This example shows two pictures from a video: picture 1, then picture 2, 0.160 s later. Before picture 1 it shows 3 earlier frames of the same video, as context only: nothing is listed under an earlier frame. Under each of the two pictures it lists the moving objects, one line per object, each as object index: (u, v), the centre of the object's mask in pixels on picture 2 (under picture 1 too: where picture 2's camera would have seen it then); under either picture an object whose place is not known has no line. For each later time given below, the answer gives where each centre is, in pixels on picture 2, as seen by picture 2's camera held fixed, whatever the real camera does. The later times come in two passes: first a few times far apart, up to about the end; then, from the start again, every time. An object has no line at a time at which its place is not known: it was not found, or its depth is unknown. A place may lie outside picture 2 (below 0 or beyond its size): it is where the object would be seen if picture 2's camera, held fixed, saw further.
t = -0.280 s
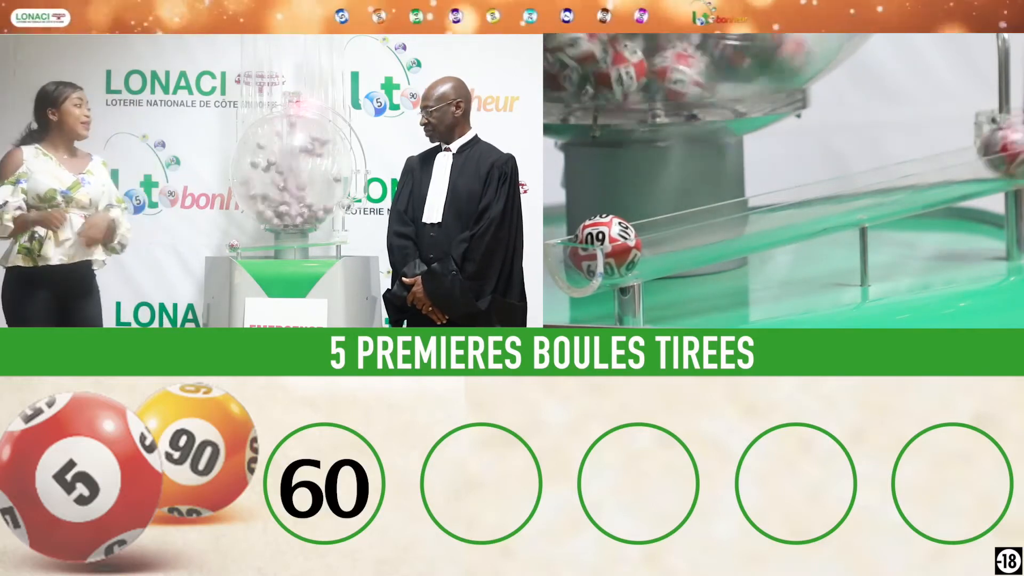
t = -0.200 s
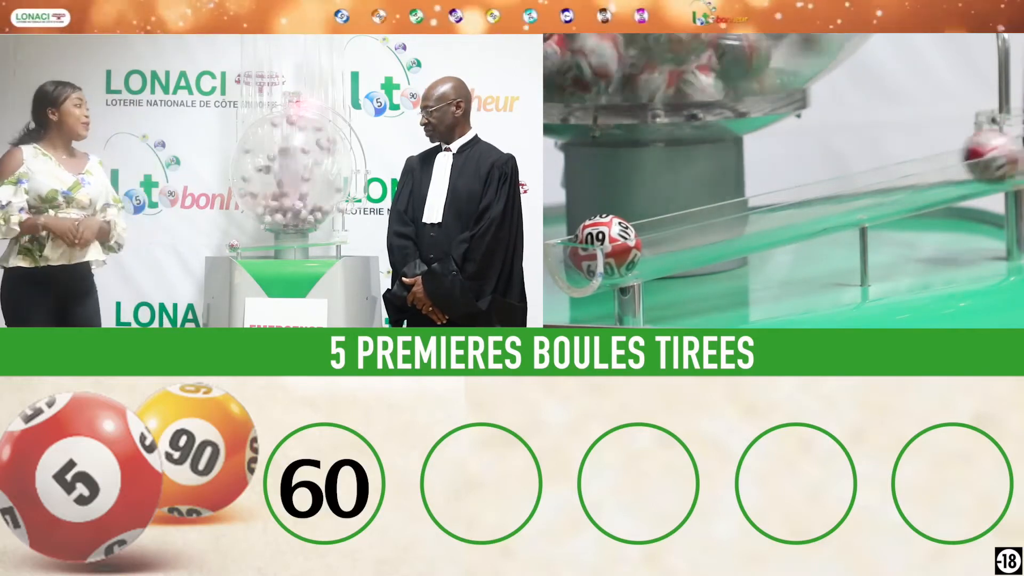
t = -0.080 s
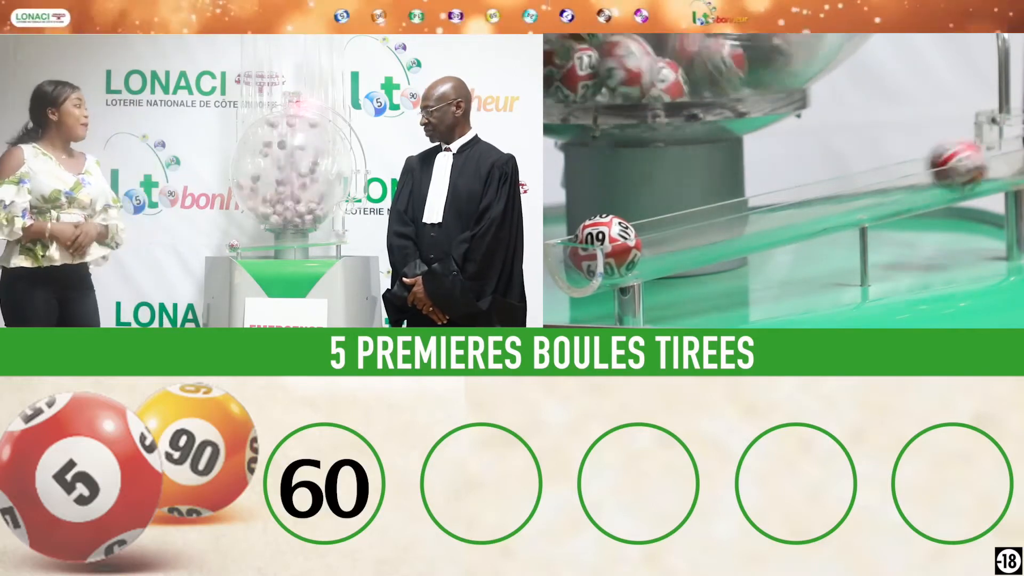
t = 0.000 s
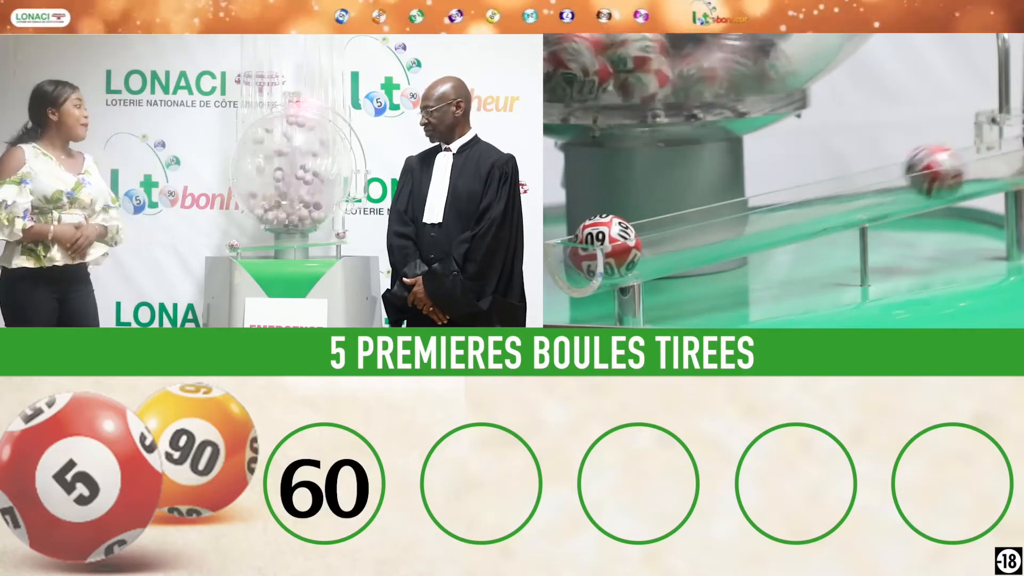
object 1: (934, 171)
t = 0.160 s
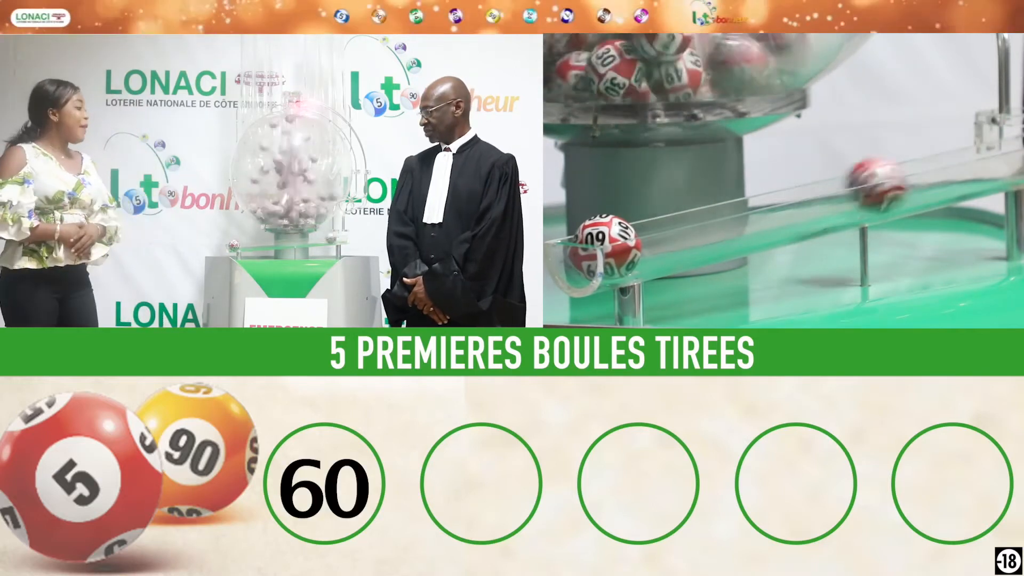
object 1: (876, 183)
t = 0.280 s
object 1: (825, 196)
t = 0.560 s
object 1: (685, 226)
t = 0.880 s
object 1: (701, 226)
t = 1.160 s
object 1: (698, 226)
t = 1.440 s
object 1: (668, 232)
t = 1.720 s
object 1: (664, 233)
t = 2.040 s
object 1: (662, 234)
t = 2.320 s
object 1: (662, 234)
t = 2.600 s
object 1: (662, 234)
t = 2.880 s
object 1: (662, 234)
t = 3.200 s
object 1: (662, 234)
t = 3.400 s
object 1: (662, 234)
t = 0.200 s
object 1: (859, 187)
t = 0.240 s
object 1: (843, 192)
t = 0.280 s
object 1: (825, 196)
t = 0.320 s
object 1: (808, 200)
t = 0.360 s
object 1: (790, 204)
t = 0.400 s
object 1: (772, 209)
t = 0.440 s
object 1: (751, 212)
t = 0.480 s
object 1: (730, 216)
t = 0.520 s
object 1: (709, 222)
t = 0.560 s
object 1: (685, 226)
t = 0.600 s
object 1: (664, 231)
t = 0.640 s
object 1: (671, 229)
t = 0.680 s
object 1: (678, 228)
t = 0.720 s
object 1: (685, 228)
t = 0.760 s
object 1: (690, 227)
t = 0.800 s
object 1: (695, 227)
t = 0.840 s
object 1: (698, 227)
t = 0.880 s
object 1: (701, 226)
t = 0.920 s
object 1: (703, 225)
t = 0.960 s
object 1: (704, 225)
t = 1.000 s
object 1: (704, 224)
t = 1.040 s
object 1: (704, 225)
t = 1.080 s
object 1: (703, 225)
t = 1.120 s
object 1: (701, 226)
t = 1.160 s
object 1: (698, 226)
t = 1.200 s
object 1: (696, 227)
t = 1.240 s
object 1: (692, 227)
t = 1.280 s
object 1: (688, 228)
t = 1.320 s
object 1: (684, 229)
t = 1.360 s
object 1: (678, 230)
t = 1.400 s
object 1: (673, 231)
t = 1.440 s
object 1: (668, 232)
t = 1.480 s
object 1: (663, 234)
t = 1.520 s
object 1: (663, 234)
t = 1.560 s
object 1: (665, 234)
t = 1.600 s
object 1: (665, 233)
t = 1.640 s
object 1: (666, 233)
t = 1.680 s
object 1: (665, 233)
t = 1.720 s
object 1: (664, 233)
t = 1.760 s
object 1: (663, 234)
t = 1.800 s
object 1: (662, 234)
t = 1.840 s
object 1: (663, 234)
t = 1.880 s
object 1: (662, 234)
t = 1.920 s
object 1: (662, 234)
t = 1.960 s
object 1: (662, 234)
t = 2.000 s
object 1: (662, 234)
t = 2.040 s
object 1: (662, 234)
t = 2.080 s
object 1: (662, 234)
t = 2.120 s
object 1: (662, 234)
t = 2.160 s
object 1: (662, 234)
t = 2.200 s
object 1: (662, 234)
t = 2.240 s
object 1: (662, 234)
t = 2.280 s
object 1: (662, 234)
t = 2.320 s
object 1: (662, 234)
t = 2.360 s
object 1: (662, 234)
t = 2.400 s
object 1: (662, 234)
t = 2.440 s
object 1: (662, 234)
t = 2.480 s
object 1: (662, 234)
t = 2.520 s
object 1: (662, 234)
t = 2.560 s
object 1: (662, 234)
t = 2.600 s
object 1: (662, 234)
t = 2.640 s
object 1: (662, 234)
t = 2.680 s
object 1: (662, 234)
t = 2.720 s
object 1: (662, 234)
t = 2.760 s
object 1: (662, 234)
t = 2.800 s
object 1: (662, 234)
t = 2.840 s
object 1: (662, 234)
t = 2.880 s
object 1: (662, 234)
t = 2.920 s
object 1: (662, 234)
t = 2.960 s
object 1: (662, 234)
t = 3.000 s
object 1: (662, 234)
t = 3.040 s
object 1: (662, 234)
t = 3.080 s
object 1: (662, 234)
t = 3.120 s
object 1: (662, 234)
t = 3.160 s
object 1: (662, 234)
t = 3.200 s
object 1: (662, 234)
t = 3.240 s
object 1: (662, 234)
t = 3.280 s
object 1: (662, 234)
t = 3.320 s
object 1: (662, 234)
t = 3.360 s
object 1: (662, 234)
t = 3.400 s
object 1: (662, 234)
